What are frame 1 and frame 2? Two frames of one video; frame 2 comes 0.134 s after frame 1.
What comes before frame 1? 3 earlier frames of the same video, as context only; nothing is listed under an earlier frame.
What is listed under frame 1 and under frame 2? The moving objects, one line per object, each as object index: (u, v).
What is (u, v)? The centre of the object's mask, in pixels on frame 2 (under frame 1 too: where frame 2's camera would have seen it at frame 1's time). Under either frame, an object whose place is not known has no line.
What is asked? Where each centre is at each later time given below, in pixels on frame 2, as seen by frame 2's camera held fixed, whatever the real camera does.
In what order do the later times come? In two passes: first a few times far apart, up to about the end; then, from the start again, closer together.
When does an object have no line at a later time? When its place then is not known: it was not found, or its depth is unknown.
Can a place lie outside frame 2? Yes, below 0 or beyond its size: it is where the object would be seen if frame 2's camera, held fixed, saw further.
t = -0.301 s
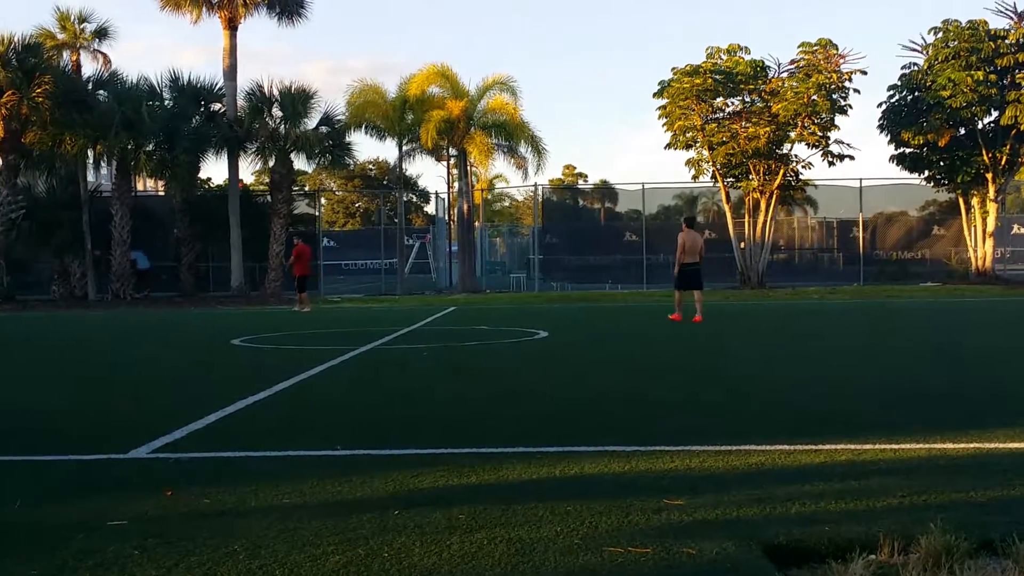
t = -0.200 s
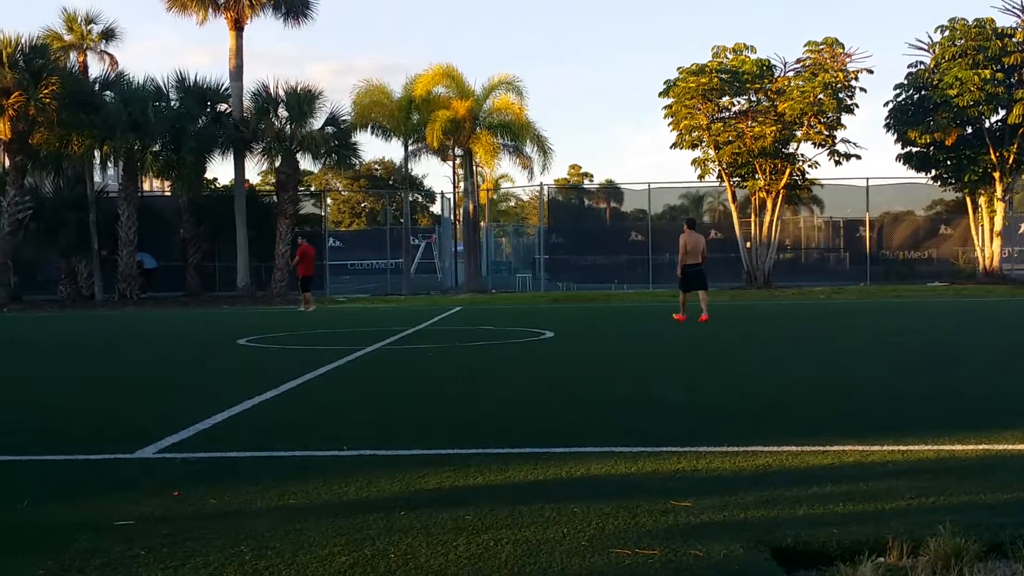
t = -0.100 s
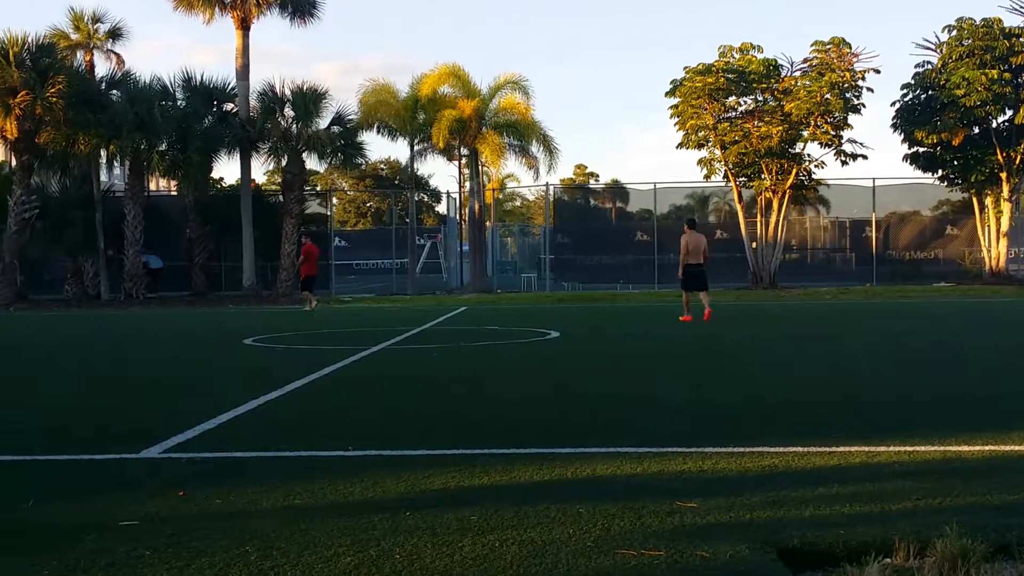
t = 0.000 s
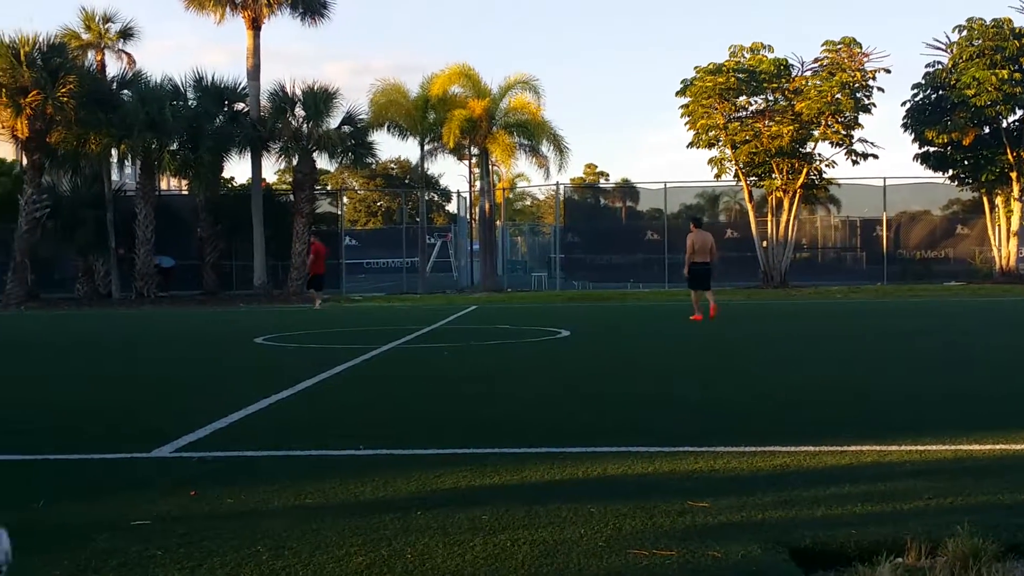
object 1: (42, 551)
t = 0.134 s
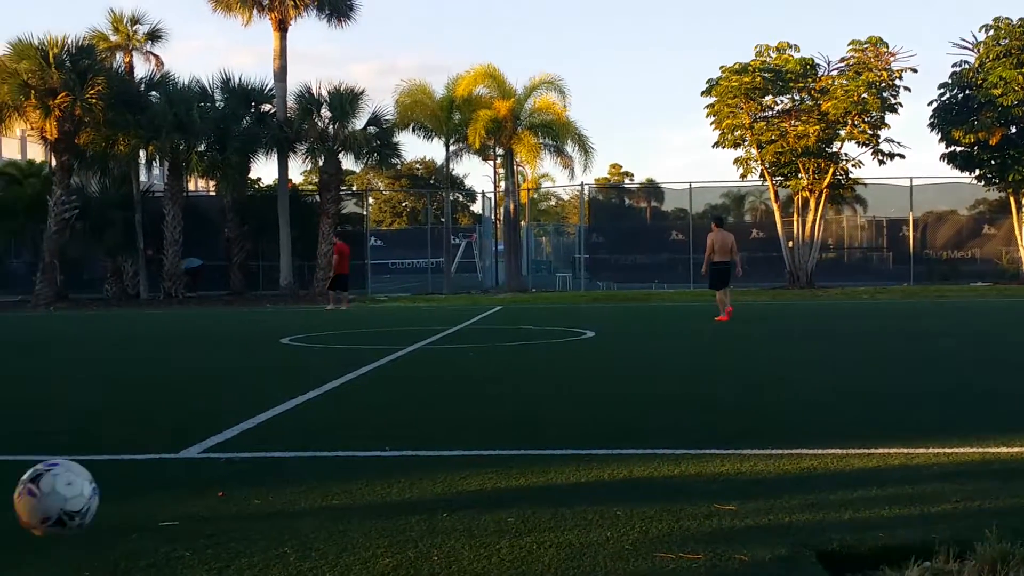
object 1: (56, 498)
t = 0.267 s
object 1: (109, 504)
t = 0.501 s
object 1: (168, 494)
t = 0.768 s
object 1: (222, 507)
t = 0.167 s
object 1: (70, 495)
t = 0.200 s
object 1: (82, 495)
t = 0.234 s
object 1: (96, 498)
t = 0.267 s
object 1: (109, 504)
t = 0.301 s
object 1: (121, 515)
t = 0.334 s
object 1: (131, 527)
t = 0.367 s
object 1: (141, 543)
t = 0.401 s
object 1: (149, 540)
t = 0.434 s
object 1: (156, 522)
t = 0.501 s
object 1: (168, 494)
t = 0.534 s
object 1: (176, 484)
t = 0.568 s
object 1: (184, 478)
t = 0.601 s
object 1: (190, 476)
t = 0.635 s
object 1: (195, 476)
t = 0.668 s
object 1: (203, 479)
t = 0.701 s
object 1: (209, 484)
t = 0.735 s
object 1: (215, 494)
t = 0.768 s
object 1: (222, 507)
